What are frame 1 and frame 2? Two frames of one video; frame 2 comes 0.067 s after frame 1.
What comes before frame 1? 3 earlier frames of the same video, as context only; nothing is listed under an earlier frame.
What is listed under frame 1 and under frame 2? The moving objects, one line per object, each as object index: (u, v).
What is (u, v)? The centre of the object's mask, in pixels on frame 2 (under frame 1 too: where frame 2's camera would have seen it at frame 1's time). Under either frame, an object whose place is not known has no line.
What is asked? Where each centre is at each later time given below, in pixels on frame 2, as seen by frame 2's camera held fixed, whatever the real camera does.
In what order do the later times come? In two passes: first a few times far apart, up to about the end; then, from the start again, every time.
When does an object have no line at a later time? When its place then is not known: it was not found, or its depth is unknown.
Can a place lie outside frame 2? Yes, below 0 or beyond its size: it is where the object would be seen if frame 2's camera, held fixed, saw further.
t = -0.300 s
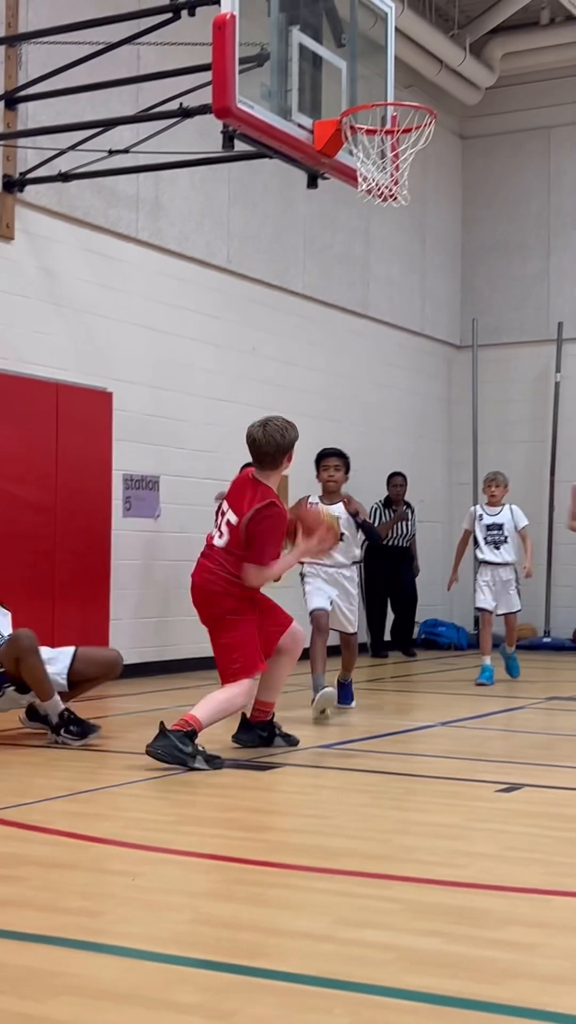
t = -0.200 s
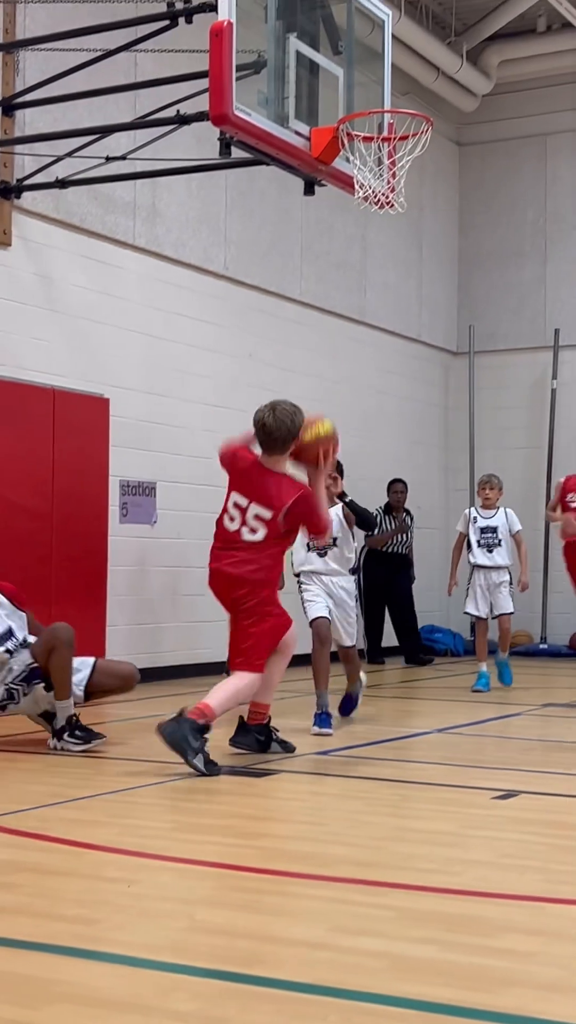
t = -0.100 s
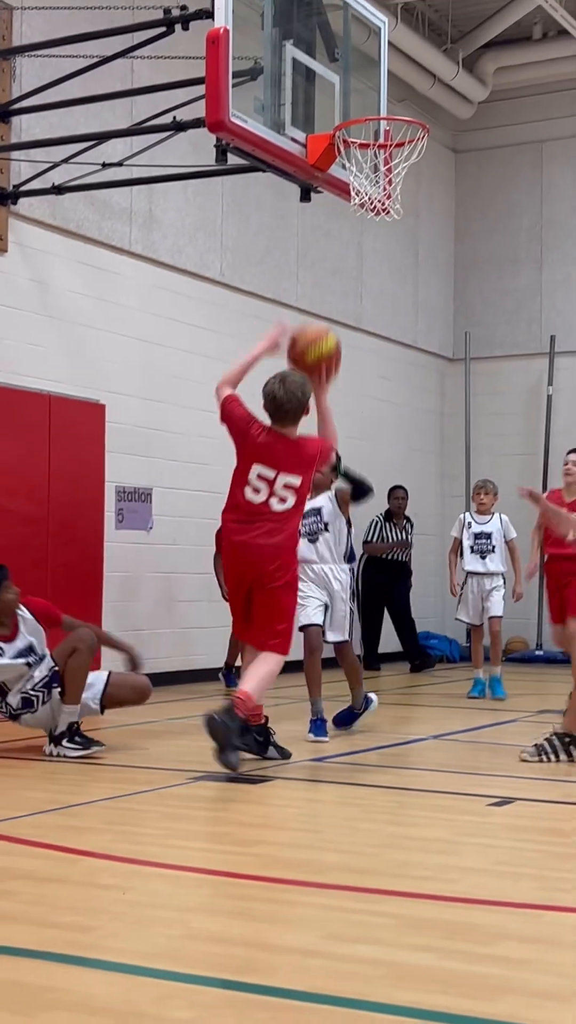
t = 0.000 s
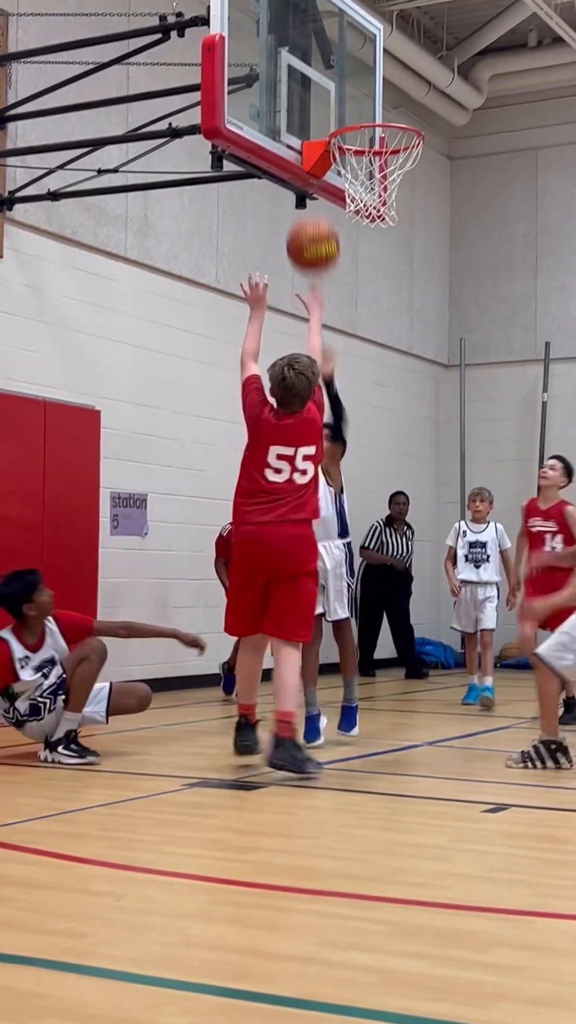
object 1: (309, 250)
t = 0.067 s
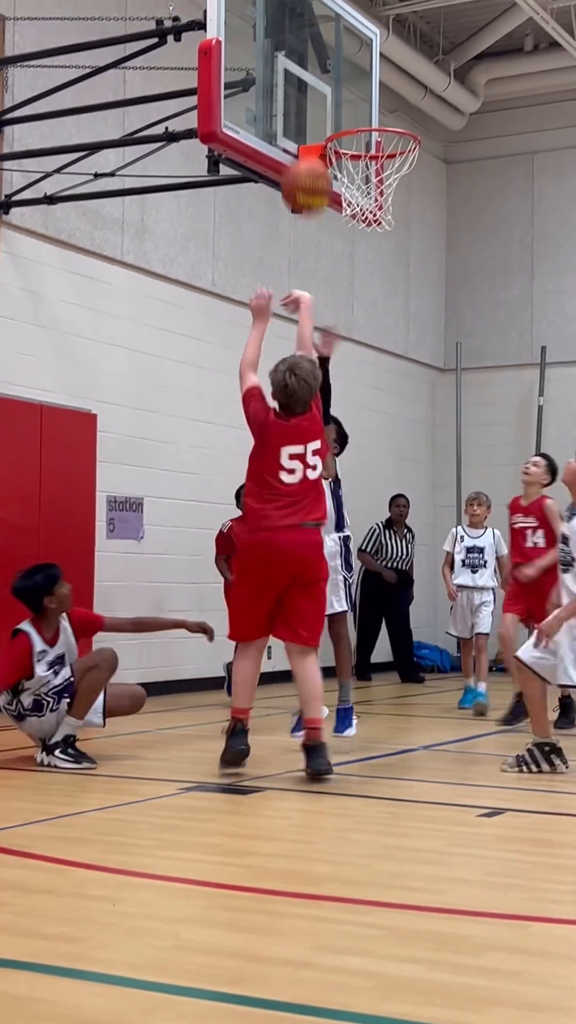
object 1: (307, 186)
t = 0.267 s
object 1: (299, 68)
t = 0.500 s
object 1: (293, 46)
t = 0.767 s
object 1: (366, 144)
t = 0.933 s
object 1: (398, 247)
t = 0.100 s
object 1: (306, 159)
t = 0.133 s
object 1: (304, 135)
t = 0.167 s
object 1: (303, 114)
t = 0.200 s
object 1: (301, 96)
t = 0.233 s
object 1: (300, 81)
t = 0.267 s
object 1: (299, 68)
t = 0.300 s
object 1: (298, 58)
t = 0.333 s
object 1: (296, 50)
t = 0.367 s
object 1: (295, 45)
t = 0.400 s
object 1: (294, 42)
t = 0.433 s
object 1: (292, 41)
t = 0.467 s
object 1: (291, 42)
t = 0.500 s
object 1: (293, 46)
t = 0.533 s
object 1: (303, 51)
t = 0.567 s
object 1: (312, 58)
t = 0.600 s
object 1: (321, 66)
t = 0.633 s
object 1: (331, 78)
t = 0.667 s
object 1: (340, 91)
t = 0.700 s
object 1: (349, 106)
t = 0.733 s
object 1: (358, 121)
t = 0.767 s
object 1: (366, 144)
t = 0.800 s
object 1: (375, 162)
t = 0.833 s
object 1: (383, 187)
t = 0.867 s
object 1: (389, 207)
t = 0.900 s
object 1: (395, 227)
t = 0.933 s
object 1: (398, 247)
